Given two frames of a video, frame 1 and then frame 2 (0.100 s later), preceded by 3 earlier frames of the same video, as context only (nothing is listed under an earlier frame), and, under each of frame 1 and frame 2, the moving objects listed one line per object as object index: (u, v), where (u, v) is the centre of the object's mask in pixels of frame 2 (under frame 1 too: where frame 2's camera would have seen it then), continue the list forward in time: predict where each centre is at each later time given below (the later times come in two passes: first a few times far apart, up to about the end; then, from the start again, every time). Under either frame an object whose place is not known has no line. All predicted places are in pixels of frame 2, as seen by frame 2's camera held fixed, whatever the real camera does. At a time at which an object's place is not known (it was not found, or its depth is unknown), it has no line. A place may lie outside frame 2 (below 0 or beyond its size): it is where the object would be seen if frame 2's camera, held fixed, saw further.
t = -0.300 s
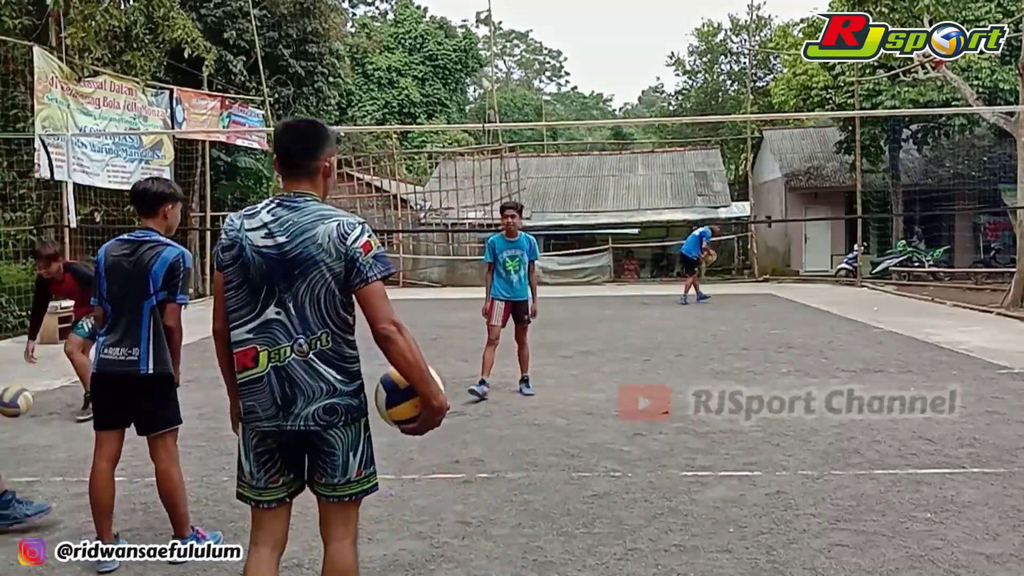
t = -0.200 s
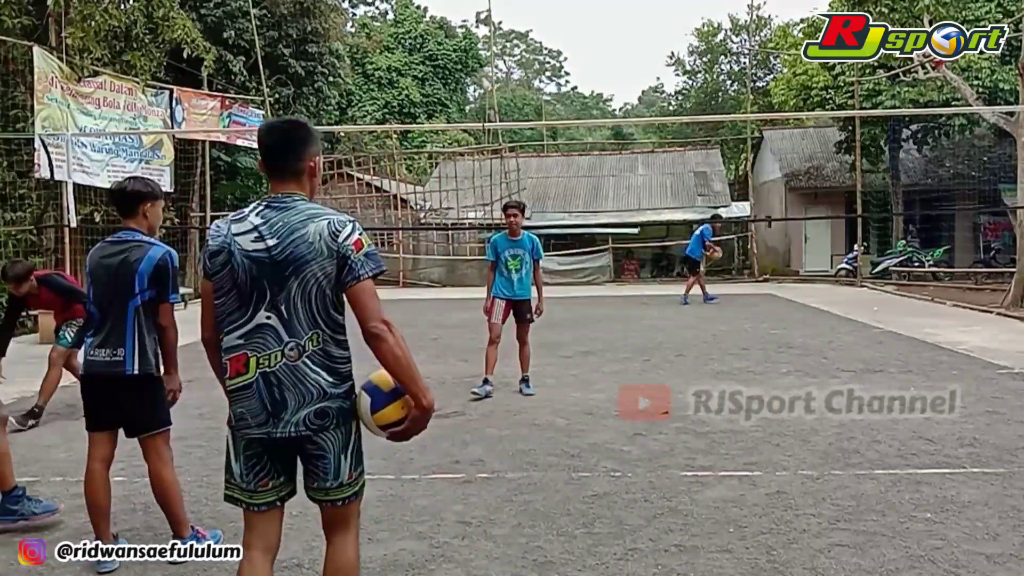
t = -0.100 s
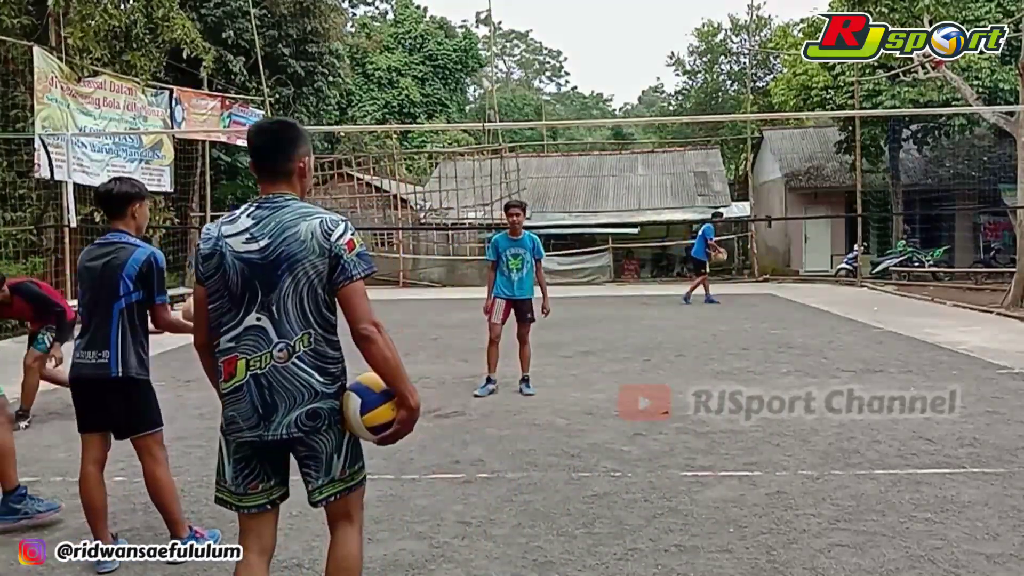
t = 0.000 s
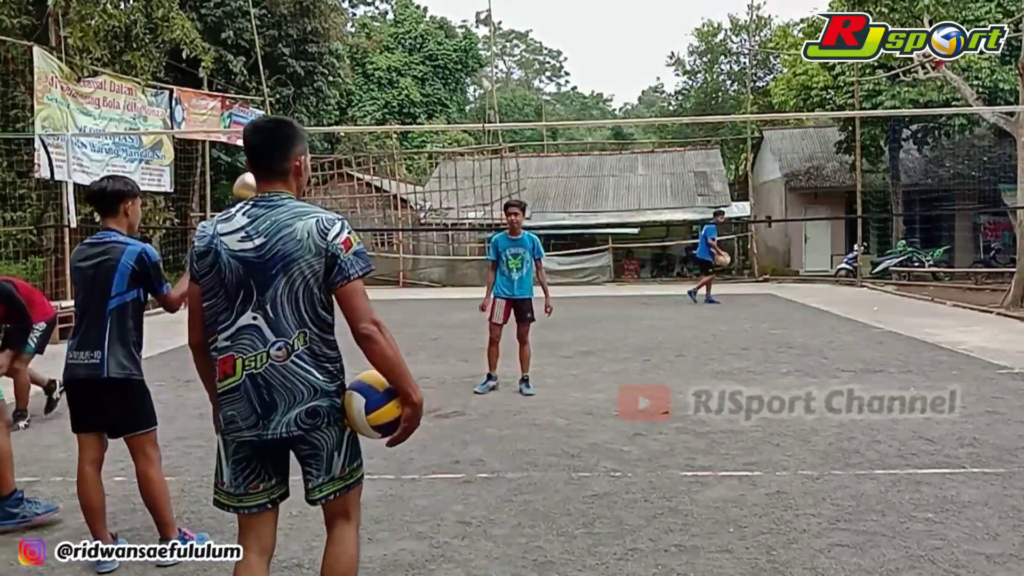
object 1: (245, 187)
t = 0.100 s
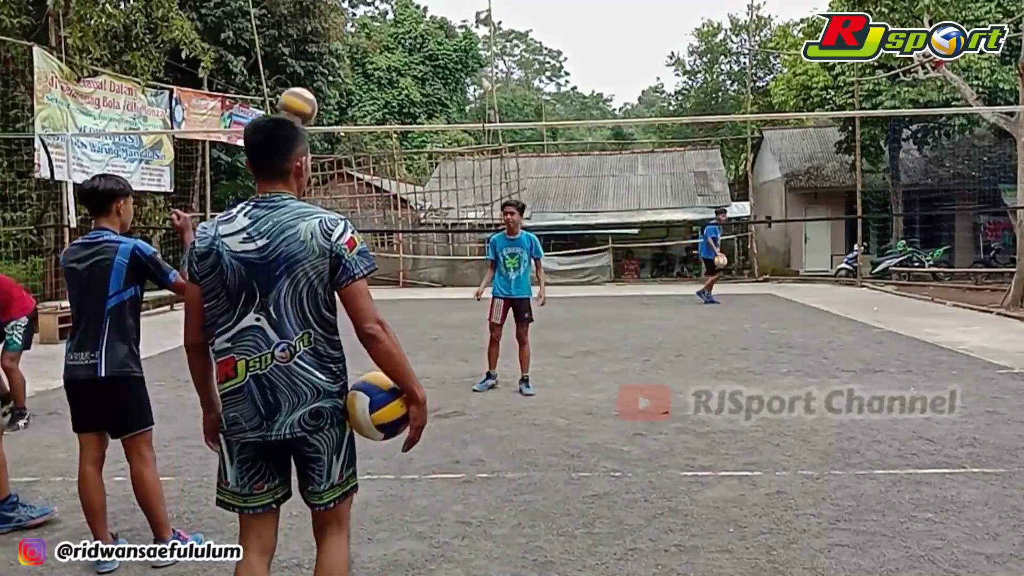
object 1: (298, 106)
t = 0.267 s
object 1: (359, 27)
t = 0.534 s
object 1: (436, 13)
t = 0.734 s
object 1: (481, 64)
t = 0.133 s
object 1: (311, 85)
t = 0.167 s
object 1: (324, 66)
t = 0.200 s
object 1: (336, 51)
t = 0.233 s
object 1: (347, 37)
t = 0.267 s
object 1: (359, 27)
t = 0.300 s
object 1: (369, 18)
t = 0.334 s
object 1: (380, 13)
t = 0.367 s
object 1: (391, 11)
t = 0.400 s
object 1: (400, 9)
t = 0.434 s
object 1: (410, 9)
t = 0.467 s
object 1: (419, 10)
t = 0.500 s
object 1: (427, 11)
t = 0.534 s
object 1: (436, 13)
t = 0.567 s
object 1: (444, 18)
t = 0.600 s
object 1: (452, 25)
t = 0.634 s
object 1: (459, 32)
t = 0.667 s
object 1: (466, 40)
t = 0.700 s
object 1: (474, 51)
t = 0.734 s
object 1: (481, 64)
